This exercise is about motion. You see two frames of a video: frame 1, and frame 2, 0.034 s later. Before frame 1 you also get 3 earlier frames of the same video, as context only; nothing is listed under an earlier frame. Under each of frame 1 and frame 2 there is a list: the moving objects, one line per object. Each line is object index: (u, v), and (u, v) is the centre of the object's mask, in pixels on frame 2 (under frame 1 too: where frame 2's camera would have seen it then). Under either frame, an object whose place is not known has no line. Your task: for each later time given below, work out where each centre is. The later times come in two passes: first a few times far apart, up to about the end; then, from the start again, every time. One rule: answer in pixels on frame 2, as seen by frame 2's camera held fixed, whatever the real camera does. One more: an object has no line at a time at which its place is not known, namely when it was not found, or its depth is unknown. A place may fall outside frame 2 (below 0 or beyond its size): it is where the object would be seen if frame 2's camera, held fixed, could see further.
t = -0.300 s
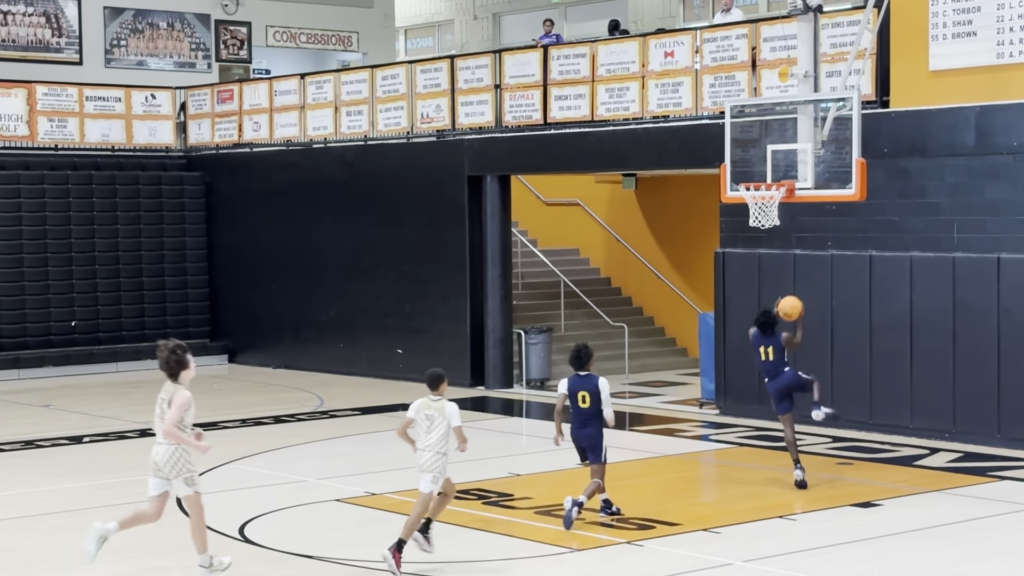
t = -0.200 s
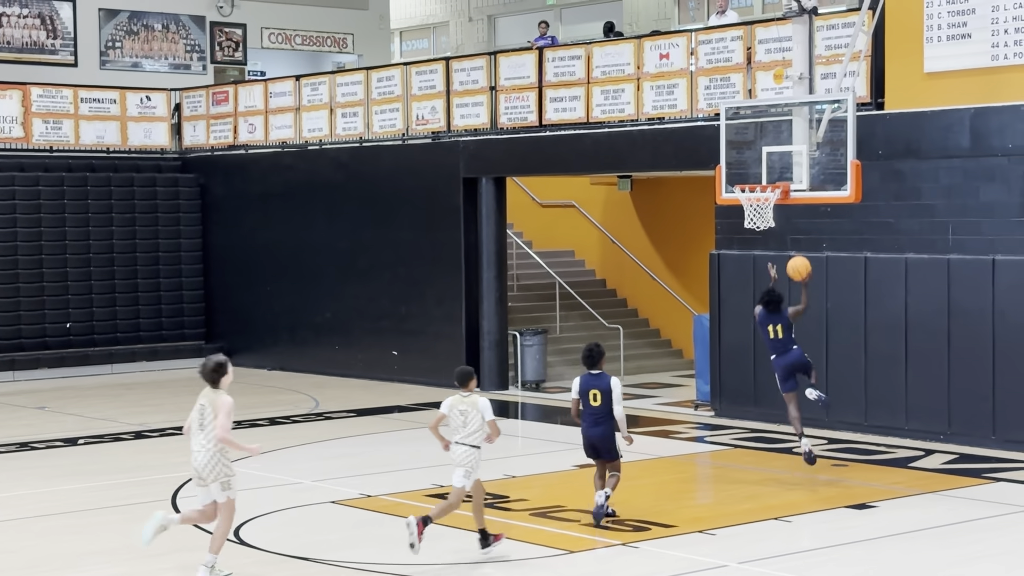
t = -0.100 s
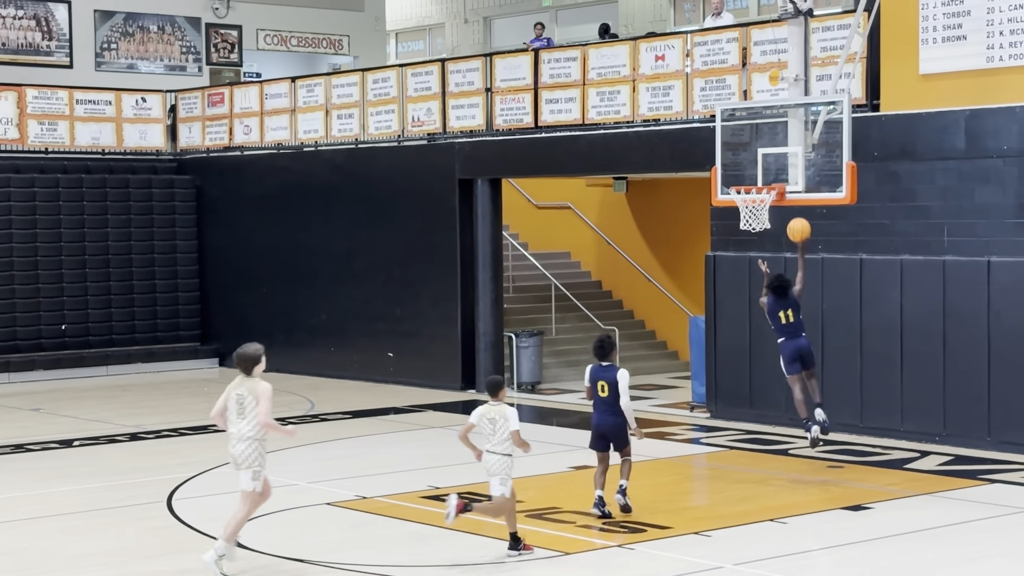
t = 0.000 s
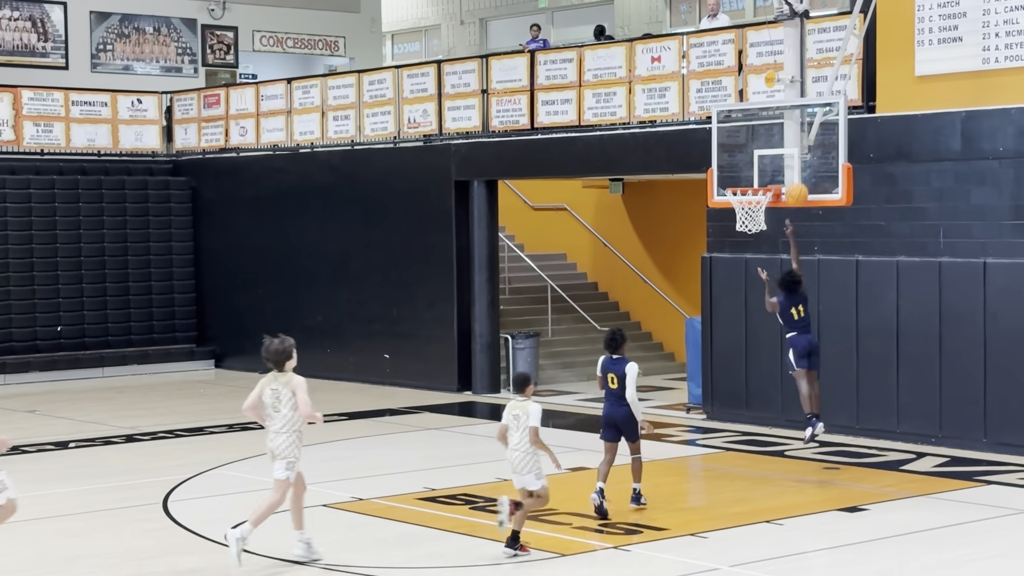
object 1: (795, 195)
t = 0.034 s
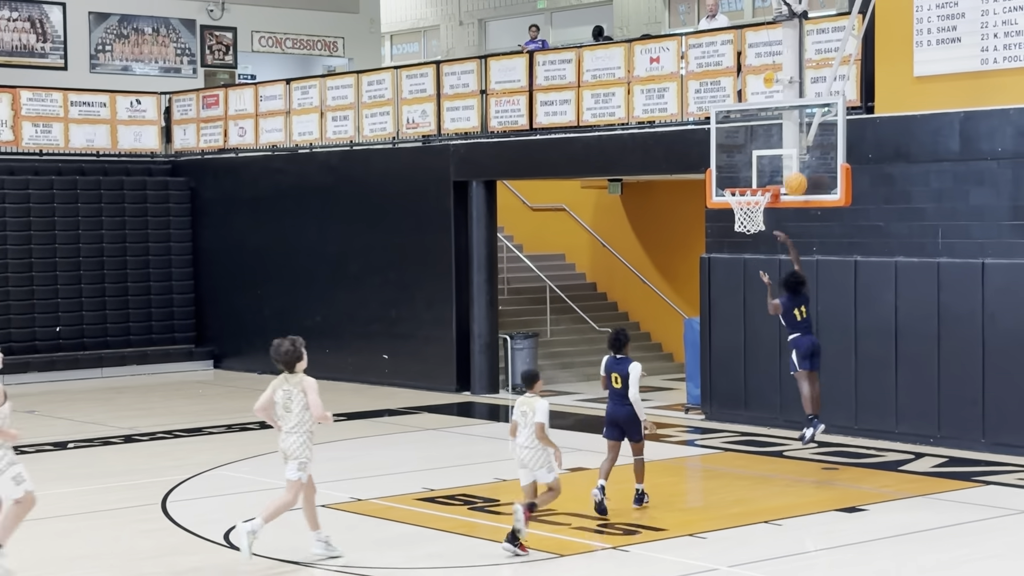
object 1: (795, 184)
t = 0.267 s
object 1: (777, 160)
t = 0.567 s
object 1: (757, 169)
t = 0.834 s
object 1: (750, 182)
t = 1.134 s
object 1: (741, 222)
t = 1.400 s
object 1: (747, 278)
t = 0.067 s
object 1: (796, 175)
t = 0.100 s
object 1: (796, 168)
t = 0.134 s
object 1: (792, 165)
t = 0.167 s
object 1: (788, 162)
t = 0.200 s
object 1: (784, 160)
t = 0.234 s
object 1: (781, 159)
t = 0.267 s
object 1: (777, 160)
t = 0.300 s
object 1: (773, 161)
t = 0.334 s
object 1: (770, 164)
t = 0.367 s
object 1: (767, 167)
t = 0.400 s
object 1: (763, 171)
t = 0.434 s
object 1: (759, 177)
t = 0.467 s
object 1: (759, 175)
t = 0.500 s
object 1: (758, 172)
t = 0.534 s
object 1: (758, 170)
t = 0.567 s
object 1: (757, 169)
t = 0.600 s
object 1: (757, 169)
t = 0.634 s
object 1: (756, 170)
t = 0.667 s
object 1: (756, 172)
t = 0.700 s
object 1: (755, 176)
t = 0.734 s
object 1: (755, 179)
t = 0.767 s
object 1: (754, 180)
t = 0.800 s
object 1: (752, 181)
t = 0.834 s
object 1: (750, 182)
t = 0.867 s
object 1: (748, 187)
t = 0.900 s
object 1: (746, 192)
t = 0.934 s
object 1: (744, 197)
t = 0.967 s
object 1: (743, 202)
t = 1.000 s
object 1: (745, 205)
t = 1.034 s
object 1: (746, 204)
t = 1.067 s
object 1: (745, 212)
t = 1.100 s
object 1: (742, 225)
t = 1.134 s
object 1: (741, 222)
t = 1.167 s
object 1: (742, 222)
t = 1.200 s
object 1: (742, 233)
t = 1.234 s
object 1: (744, 237)
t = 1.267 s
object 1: (744, 241)
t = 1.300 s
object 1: (745, 248)
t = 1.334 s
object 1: (746, 257)
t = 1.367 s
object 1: (746, 267)
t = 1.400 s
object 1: (747, 278)
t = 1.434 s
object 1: (748, 290)
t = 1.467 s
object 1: (748, 303)
